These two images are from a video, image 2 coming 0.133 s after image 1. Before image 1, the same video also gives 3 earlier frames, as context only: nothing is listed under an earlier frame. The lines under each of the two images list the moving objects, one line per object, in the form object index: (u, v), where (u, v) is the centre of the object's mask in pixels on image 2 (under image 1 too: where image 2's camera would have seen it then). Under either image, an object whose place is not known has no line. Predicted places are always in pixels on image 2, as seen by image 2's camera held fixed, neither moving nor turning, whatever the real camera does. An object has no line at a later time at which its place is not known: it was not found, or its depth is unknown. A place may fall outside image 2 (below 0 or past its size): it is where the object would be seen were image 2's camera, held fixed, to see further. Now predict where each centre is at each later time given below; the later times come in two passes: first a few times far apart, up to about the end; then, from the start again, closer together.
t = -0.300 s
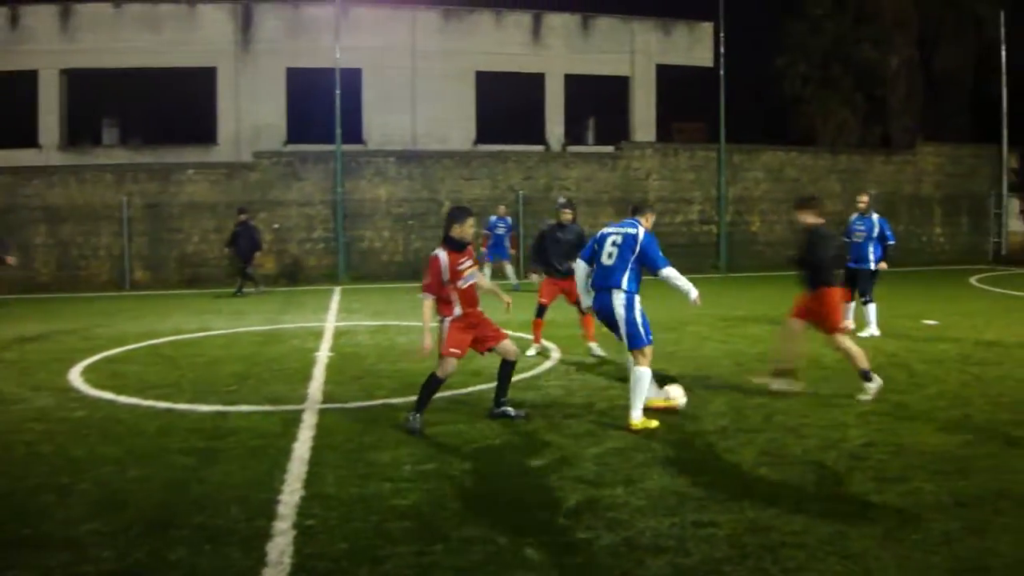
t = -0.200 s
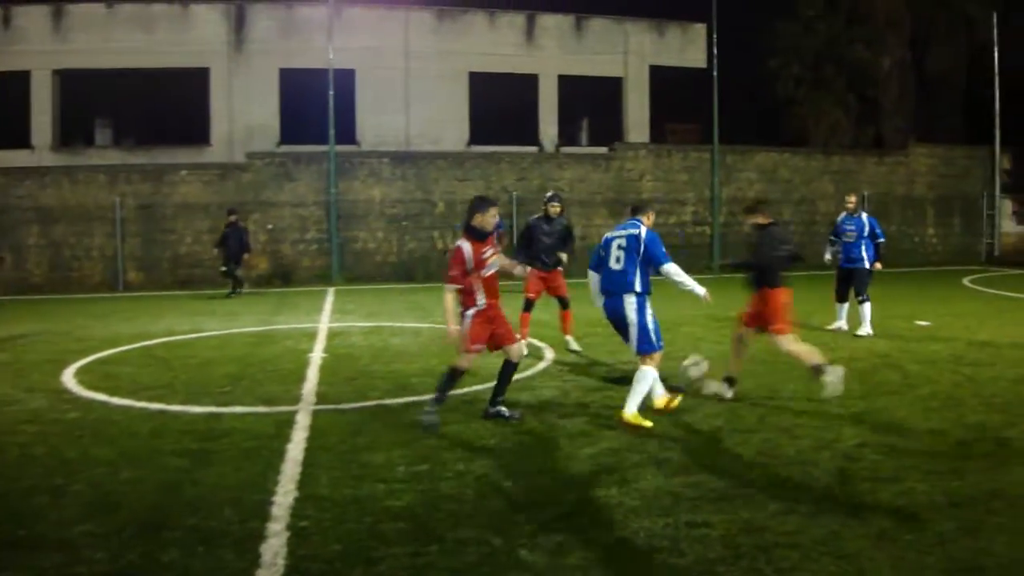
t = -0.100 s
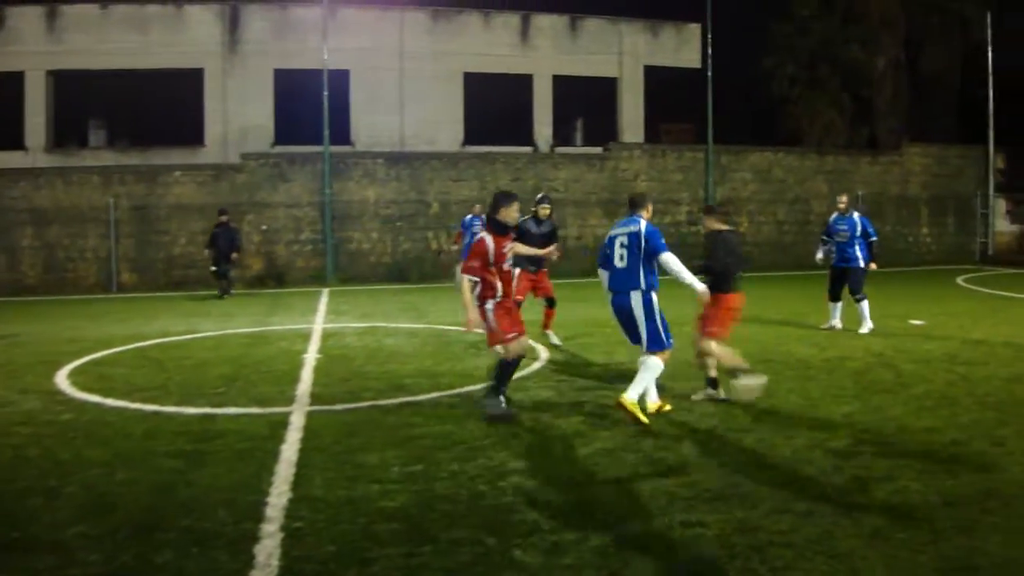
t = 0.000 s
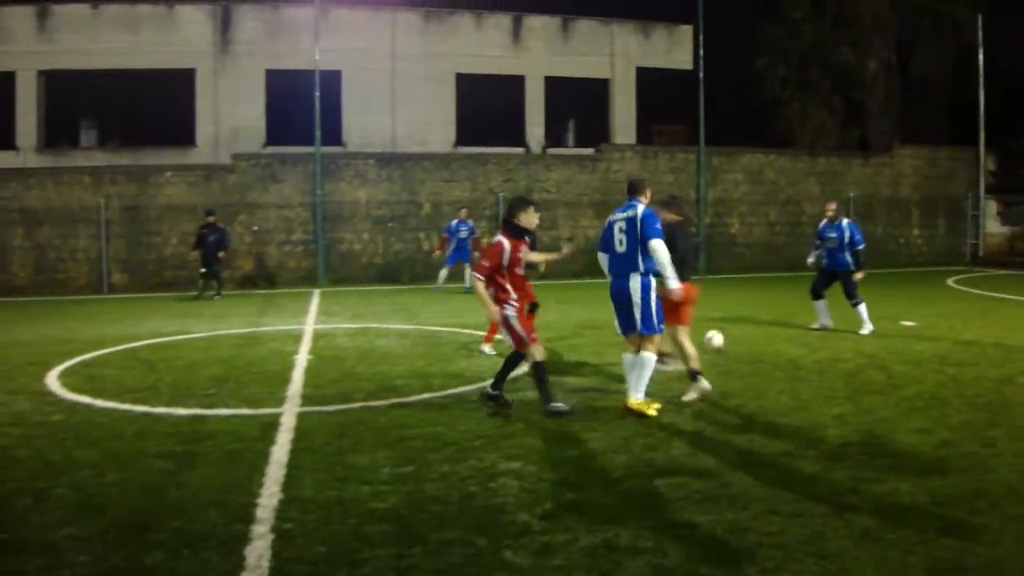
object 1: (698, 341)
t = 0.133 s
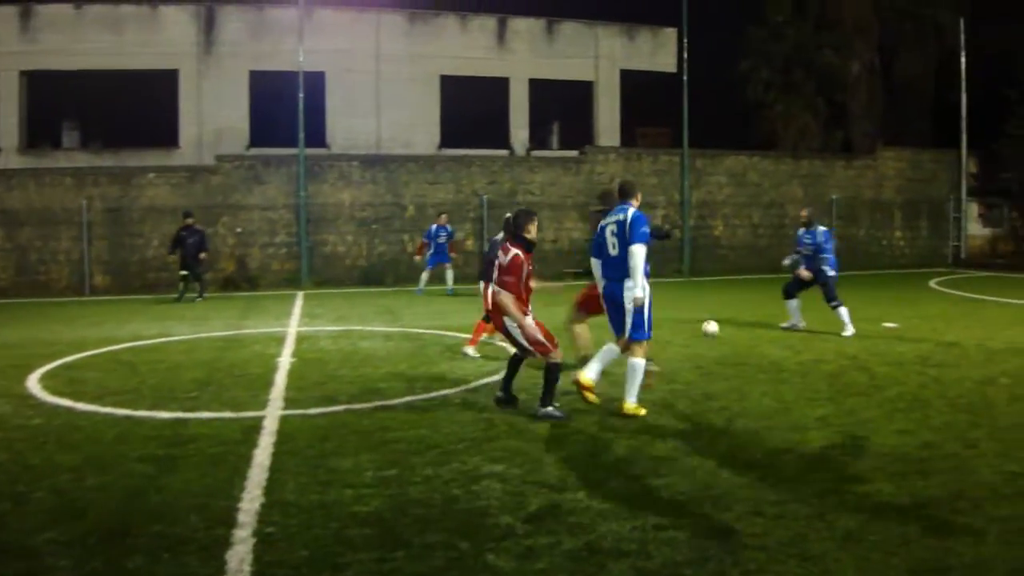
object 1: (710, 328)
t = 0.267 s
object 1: (719, 317)
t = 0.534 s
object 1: (732, 302)
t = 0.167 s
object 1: (713, 325)
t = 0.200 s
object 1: (715, 322)
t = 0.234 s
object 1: (718, 319)
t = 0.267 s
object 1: (719, 317)
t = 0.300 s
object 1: (721, 315)
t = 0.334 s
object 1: (722, 312)
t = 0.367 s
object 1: (725, 310)
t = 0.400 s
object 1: (727, 309)
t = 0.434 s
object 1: (729, 307)
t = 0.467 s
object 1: (729, 304)
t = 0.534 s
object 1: (732, 302)
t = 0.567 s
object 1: (733, 300)
